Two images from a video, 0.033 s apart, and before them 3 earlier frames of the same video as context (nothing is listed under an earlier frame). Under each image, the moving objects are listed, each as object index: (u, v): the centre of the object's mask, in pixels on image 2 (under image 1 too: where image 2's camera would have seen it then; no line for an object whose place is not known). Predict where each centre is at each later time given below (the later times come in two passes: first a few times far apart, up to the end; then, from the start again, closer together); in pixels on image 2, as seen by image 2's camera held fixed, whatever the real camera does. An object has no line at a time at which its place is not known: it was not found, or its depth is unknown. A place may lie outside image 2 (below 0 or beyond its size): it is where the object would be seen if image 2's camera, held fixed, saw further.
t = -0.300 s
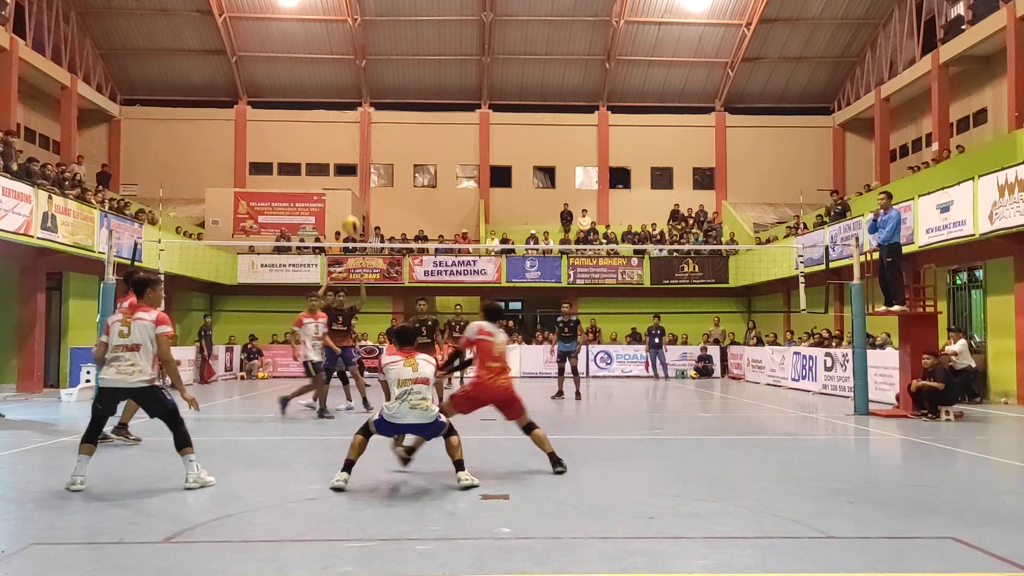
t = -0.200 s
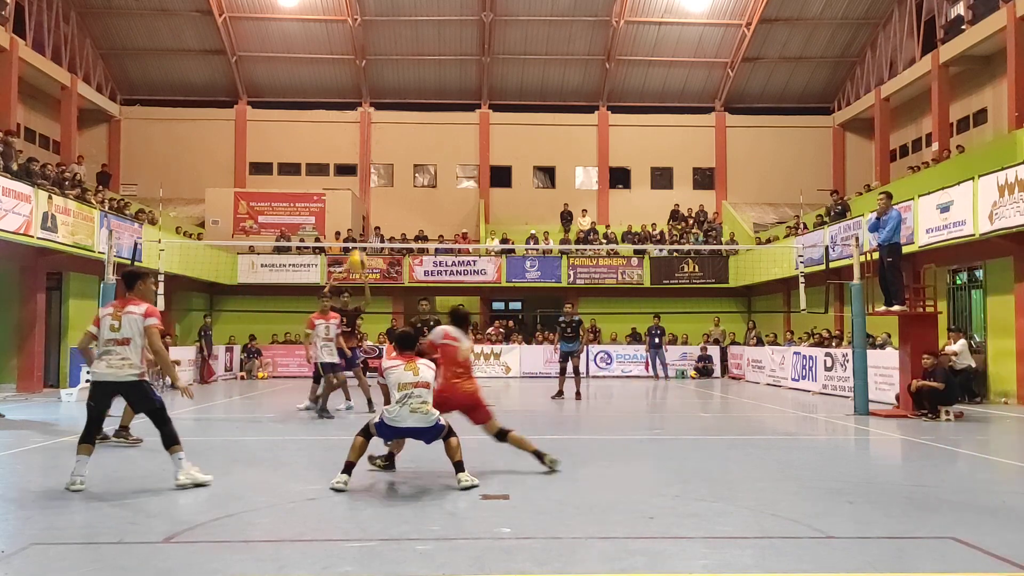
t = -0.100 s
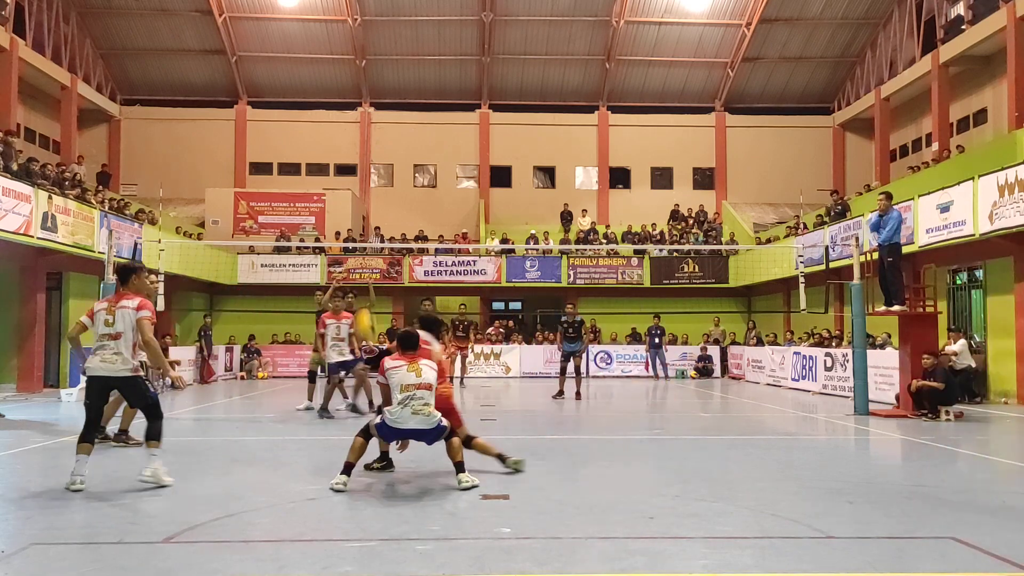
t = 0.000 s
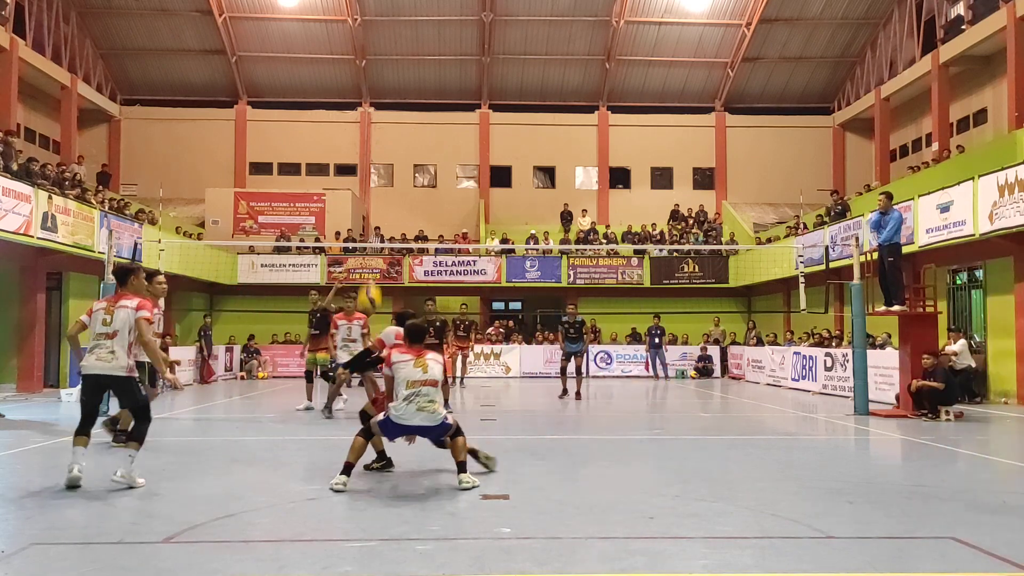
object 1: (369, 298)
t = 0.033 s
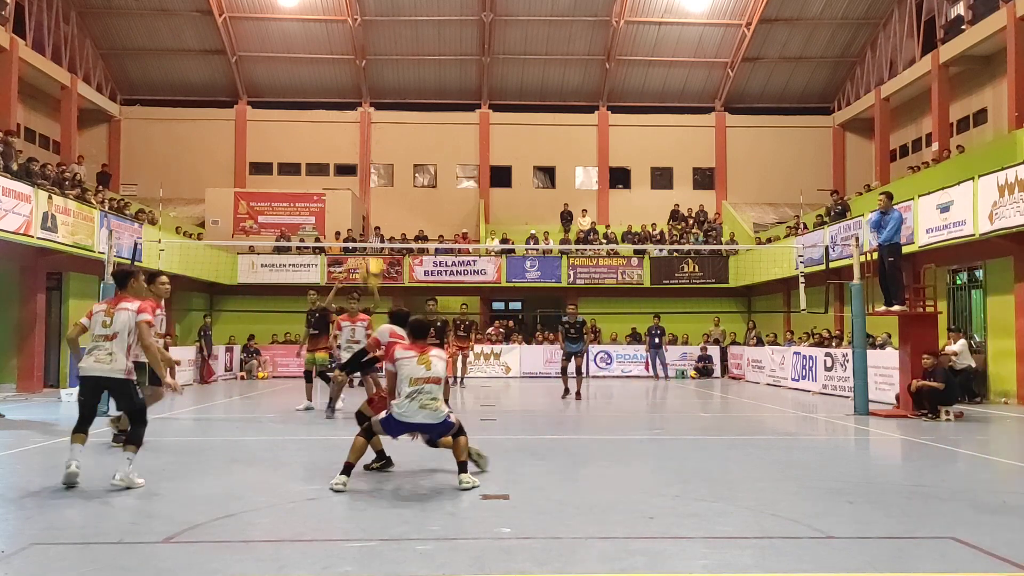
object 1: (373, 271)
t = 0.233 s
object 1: (378, 165)
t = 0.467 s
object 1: (385, 102)
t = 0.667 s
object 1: (392, 92)
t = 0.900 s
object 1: (400, 120)
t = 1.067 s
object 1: (405, 162)
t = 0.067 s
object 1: (372, 254)
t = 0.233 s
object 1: (378, 165)
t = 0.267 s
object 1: (379, 151)
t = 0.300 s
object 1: (380, 139)
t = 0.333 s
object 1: (381, 131)
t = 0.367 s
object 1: (382, 120)
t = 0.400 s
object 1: (382, 113)
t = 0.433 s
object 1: (384, 107)
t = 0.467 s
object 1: (385, 102)
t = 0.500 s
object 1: (387, 99)
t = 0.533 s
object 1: (388, 95)
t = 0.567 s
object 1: (389, 93)
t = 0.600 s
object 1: (390, 91)
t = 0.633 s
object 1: (391, 91)
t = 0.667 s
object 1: (392, 92)
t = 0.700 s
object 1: (394, 94)
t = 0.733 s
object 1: (395, 96)
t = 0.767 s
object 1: (396, 99)
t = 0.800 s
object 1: (397, 103)
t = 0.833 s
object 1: (398, 108)
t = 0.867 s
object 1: (399, 113)
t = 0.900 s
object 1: (400, 120)
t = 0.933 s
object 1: (401, 127)
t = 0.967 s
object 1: (402, 135)
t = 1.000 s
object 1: (403, 143)
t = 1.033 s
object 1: (404, 153)
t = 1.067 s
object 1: (405, 162)
